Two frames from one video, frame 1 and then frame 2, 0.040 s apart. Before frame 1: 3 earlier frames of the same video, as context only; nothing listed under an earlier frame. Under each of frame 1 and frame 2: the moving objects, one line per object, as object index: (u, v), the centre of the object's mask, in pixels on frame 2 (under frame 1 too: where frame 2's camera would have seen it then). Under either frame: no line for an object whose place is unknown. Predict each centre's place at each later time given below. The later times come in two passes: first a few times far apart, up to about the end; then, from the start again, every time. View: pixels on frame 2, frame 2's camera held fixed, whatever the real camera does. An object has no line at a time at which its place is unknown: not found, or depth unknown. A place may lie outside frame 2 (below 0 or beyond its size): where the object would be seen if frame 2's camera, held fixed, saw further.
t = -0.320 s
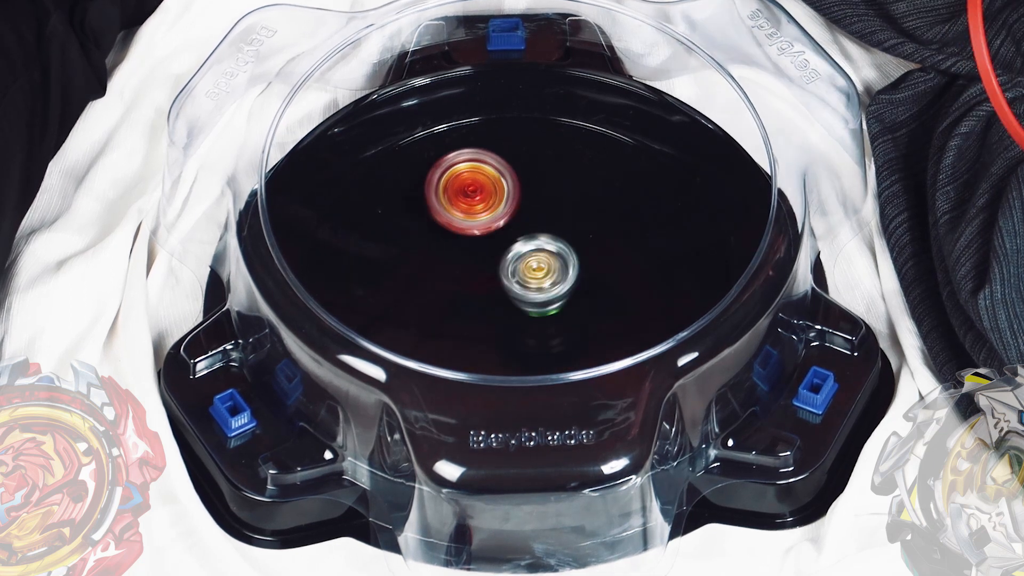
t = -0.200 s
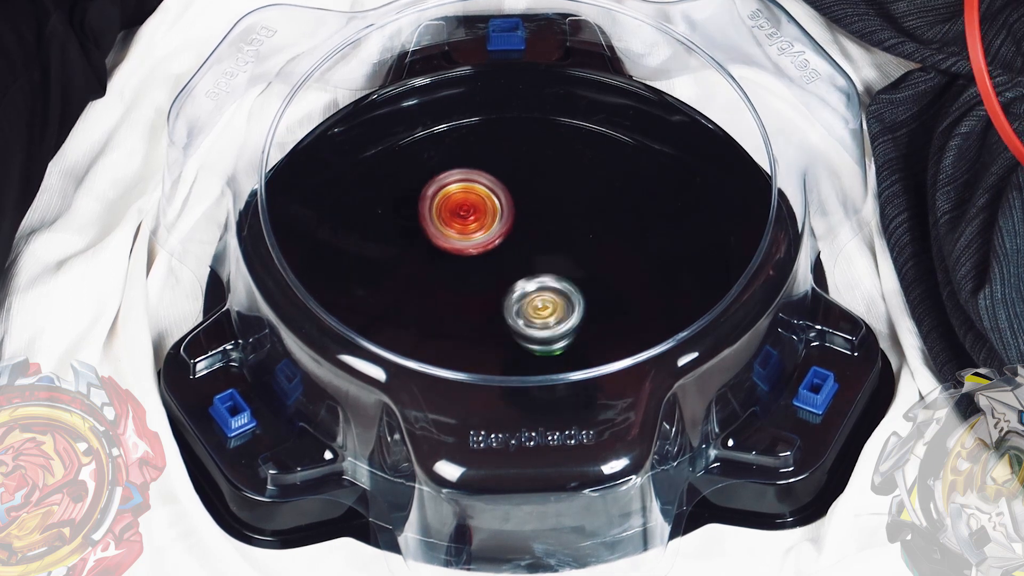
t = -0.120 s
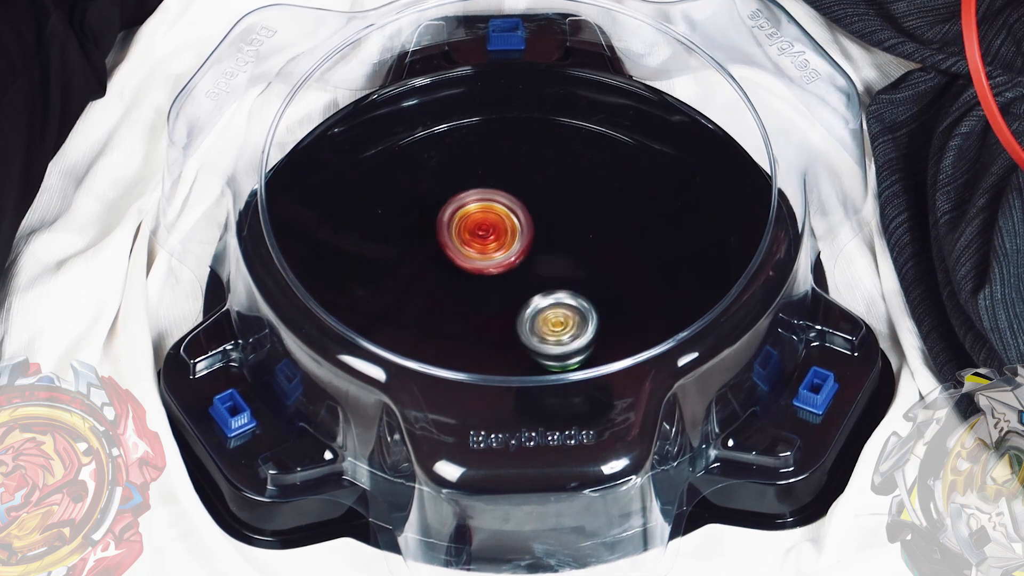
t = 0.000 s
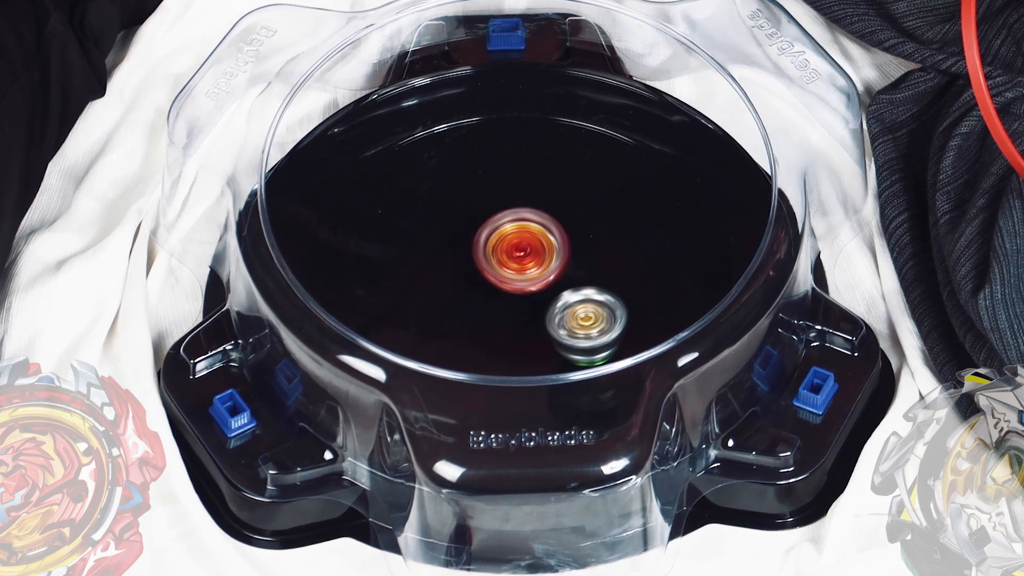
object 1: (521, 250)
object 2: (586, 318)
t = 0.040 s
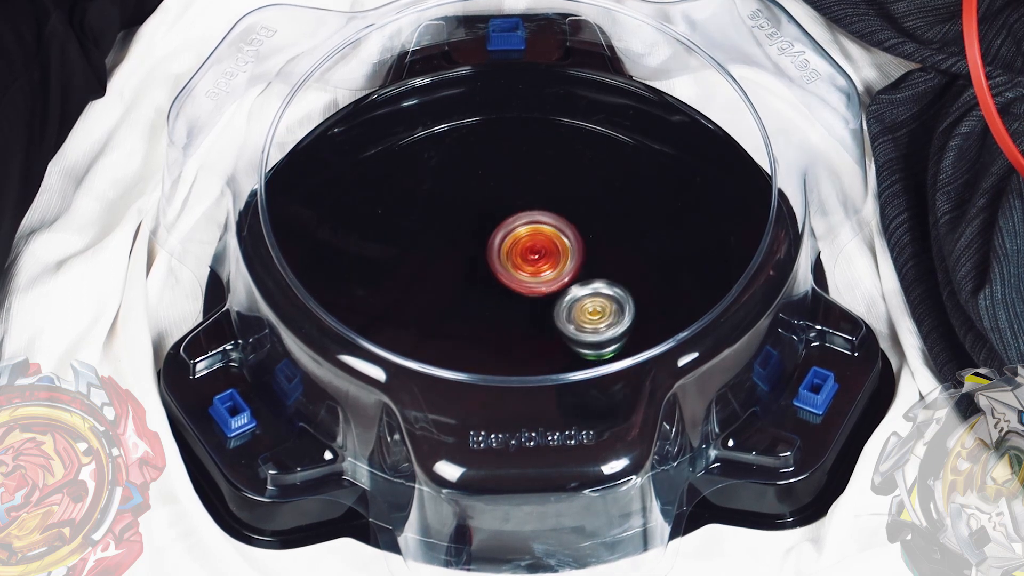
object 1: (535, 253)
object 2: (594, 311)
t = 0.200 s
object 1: (547, 215)
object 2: (613, 324)
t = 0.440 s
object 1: (515, 216)
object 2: (550, 291)
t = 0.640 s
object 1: (496, 223)
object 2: (509, 321)
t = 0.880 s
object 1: (502, 256)
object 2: (529, 326)
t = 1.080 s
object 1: (513, 239)
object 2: (536, 338)
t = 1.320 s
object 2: (466, 361)
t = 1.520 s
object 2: (471, 368)
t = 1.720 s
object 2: (479, 310)
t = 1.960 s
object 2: (432, 286)
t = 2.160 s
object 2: (405, 255)
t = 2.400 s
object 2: (432, 222)
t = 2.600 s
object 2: (480, 194)
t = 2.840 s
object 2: (528, 195)
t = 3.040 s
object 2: (562, 211)
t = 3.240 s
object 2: (565, 219)
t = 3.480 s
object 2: (568, 253)
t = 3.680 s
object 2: (573, 265)
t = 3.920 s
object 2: (558, 277)
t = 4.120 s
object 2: (543, 289)
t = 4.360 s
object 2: (519, 295)
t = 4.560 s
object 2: (493, 301)
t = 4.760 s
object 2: (475, 305)
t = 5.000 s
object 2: (448, 269)
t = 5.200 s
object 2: (444, 254)
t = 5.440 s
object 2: (461, 251)
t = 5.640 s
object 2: (489, 225)
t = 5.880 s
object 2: (537, 236)
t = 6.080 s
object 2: (574, 238)
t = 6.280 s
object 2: (577, 264)
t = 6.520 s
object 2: (554, 293)
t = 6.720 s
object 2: (524, 317)
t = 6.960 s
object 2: (481, 303)
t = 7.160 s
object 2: (467, 283)
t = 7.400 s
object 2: (456, 254)
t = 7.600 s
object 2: (486, 245)
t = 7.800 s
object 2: (518, 246)
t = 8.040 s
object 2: (549, 260)
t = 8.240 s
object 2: (550, 286)
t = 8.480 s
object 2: (518, 302)
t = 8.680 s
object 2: (497, 312)
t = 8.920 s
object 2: (481, 276)
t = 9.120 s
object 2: (480, 250)
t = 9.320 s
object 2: (488, 246)
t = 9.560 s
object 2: (528, 248)
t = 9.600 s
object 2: (536, 249)
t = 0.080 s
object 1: (545, 247)
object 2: (602, 312)
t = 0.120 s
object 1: (547, 233)
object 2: (611, 319)
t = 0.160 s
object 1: (548, 222)
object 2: (616, 323)
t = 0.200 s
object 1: (547, 215)
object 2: (613, 324)
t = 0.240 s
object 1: (543, 211)
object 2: (608, 321)
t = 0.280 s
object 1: (538, 210)
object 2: (599, 314)
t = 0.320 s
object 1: (533, 212)
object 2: (586, 306)
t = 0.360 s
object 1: (527, 215)
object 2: (572, 297)
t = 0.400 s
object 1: (523, 220)
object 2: (559, 288)
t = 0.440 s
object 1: (515, 216)
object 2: (550, 291)
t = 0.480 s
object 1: (508, 214)
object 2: (541, 296)
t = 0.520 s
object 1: (503, 214)
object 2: (535, 301)
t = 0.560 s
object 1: (500, 216)
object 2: (526, 307)
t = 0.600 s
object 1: (498, 219)
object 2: (517, 314)
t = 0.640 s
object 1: (496, 223)
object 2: (509, 321)
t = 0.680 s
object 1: (494, 229)
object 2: (504, 328)
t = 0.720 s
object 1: (494, 235)
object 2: (504, 333)
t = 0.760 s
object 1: (495, 241)
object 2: (508, 335)
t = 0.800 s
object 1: (497, 247)
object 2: (514, 334)
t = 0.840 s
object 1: (500, 252)
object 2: (521, 331)
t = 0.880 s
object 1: (502, 256)
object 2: (529, 326)
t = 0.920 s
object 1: (503, 254)
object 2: (535, 329)
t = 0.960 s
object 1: (504, 247)
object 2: (539, 335)
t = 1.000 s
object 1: (508, 243)
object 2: (541, 339)
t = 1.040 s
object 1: (511, 240)
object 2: (539, 340)
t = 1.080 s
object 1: (513, 239)
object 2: (536, 338)
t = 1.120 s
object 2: (529, 334)
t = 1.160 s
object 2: (522, 328)
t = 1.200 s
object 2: (514, 321)
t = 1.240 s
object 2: (497, 330)
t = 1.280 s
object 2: (479, 348)
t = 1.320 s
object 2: (466, 361)
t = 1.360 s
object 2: (457, 371)
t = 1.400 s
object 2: (453, 380)
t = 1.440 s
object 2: (454, 380)
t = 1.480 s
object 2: (462, 373)
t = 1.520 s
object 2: (471, 368)
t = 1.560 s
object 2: (482, 357)
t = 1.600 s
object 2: (483, 350)
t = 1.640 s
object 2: (481, 338)
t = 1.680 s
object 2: (480, 325)
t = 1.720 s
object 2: (479, 310)
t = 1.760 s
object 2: (479, 297)
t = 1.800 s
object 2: (471, 291)
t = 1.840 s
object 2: (459, 289)
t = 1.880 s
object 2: (448, 287)
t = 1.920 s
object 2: (439, 288)
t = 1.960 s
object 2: (432, 286)
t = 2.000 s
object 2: (423, 277)
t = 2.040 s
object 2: (414, 269)
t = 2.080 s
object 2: (409, 263)
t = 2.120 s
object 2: (407, 260)
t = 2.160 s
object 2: (405, 255)
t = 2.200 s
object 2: (406, 250)
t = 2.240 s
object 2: (406, 248)
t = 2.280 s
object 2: (408, 247)
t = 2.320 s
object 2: (412, 243)
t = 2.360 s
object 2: (420, 232)
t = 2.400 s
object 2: (432, 222)
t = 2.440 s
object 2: (444, 214)
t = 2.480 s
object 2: (453, 205)
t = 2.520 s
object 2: (462, 201)
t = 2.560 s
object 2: (473, 196)
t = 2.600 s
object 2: (480, 194)
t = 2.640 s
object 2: (489, 192)
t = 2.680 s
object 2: (498, 192)
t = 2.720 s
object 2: (506, 191)
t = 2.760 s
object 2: (513, 192)
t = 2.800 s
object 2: (521, 194)
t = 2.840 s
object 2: (528, 195)
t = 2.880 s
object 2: (535, 198)
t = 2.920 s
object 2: (542, 200)
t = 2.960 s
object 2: (550, 202)
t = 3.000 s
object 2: (556, 207)
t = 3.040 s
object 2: (562, 211)
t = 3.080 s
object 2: (568, 213)
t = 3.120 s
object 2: (570, 213)
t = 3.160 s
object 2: (571, 215)
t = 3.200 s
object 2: (567, 217)
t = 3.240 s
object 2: (565, 219)
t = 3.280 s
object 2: (564, 220)
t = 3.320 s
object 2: (564, 225)
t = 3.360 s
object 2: (567, 234)
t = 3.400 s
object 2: (567, 242)
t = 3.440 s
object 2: (567, 250)
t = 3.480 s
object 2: (568, 253)
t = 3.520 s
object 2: (567, 256)
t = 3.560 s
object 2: (570, 258)
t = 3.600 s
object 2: (570, 260)
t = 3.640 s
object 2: (570, 263)
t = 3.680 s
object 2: (573, 265)
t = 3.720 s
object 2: (574, 267)
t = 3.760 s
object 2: (573, 268)
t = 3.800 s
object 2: (569, 270)
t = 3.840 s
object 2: (565, 271)
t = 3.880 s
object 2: (559, 273)
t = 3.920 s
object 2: (558, 277)
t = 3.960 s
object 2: (556, 281)
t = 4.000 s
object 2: (554, 284)
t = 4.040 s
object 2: (549, 286)
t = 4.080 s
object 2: (548, 288)
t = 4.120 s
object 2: (543, 289)
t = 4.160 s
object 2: (541, 293)
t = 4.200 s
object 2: (536, 295)
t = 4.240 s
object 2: (534, 296)
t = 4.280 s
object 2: (529, 296)
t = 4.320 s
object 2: (526, 295)
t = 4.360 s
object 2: (519, 295)
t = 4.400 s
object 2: (514, 296)
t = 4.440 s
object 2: (510, 297)
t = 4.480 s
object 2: (508, 297)
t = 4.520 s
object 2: (505, 295)
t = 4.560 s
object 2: (493, 301)
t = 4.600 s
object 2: (484, 306)
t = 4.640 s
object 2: (477, 309)
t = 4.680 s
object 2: (475, 309)
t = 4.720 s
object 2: (473, 308)
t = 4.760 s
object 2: (475, 305)
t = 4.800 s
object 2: (474, 300)
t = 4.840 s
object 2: (474, 295)
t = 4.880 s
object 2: (476, 290)
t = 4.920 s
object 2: (475, 283)
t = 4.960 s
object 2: (461, 276)
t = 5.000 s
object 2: (448, 269)
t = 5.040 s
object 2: (441, 264)
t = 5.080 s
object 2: (441, 261)
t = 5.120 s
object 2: (440, 256)
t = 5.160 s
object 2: (442, 253)
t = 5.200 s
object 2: (444, 254)
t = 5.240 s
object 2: (446, 251)
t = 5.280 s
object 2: (448, 249)
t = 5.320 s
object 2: (448, 250)
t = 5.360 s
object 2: (451, 248)
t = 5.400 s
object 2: (457, 248)
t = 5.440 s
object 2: (461, 251)
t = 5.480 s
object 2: (465, 244)
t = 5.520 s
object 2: (468, 235)
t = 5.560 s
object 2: (473, 230)
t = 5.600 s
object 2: (481, 227)
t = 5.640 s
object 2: (489, 225)
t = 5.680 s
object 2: (500, 228)
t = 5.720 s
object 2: (509, 229)
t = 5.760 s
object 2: (516, 231)
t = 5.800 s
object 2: (526, 233)
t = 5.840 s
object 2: (530, 235)
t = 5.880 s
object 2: (537, 236)
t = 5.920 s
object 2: (545, 235)
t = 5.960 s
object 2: (551, 238)
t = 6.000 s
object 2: (557, 239)
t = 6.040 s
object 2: (562, 238)
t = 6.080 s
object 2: (574, 238)
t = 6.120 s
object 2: (578, 244)
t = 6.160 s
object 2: (581, 247)
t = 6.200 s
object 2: (581, 252)
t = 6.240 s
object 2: (582, 257)
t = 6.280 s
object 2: (577, 264)
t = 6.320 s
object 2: (578, 268)
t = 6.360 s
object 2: (576, 274)
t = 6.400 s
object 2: (574, 279)
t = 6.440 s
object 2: (566, 285)
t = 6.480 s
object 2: (561, 289)
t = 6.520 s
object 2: (554, 293)
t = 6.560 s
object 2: (550, 294)
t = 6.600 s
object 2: (544, 301)
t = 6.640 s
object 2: (539, 309)
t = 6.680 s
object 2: (534, 314)
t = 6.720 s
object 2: (524, 317)
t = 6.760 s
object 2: (517, 317)
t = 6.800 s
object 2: (509, 317)
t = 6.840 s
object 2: (498, 312)
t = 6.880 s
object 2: (493, 308)
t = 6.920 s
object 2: (488, 307)
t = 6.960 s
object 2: (481, 303)
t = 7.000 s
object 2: (480, 299)
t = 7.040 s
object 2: (478, 298)
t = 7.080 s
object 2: (473, 294)
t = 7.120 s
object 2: (470, 287)
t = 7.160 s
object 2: (467, 283)
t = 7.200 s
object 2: (464, 278)
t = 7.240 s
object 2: (463, 273)
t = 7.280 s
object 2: (457, 268)
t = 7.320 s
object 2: (453, 264)
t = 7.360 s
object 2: (453, 260)
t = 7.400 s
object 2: (456, 254)
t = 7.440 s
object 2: (463, 250)
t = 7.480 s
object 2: (468, 250)
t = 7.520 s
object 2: (473, 250)
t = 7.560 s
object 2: (478, 248)
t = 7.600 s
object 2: (486, 245)
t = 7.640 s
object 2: (495, 244)
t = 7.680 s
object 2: (501, 243)
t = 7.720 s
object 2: (507, 243)
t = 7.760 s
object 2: (513, 244)
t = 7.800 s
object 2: (518, 246)
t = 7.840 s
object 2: (522, 249)
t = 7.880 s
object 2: (526, 252)
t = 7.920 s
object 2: (531, 254)
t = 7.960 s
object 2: (537, 255)
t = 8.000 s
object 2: (543, 257)
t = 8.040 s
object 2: (549, 260)
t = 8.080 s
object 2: (551, 266)
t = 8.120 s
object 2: (550, 272)
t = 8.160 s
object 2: (551, 277)
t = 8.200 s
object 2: (551, 282)
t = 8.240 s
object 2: (550, 286)
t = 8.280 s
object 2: (547, 292)
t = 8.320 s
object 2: (544, 296)
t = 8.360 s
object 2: (538, 299)
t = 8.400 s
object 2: (532, 302)
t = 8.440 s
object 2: (524, 302)
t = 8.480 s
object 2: (518, 302)
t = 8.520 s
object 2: (511, 302)
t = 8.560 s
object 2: (508, 309)
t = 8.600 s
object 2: (504, 312)
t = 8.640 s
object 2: (500, 314)
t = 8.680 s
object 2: (497, 312)
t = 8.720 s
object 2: (493, 309)
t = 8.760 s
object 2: (490, 304)
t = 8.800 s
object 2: (487, 298)
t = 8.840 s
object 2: (484, 291)
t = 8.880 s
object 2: (482, 284)
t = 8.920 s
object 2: (481, 276)
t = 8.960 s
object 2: (481, 268)
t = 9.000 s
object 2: (480, 261)
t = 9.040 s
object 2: (478, 256)
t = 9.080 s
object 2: (478, 253)
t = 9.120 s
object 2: (480, 250)
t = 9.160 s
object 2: (483, 248)
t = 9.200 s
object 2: (486, 247)
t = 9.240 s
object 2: (487, 246)
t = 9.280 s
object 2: (487, 246)
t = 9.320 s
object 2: (488, 246)
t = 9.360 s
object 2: (491, 247)
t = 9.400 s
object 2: (496, 247)
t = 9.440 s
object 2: (503, 249)
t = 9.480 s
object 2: (511, 251)
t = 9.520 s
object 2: (519, 250)
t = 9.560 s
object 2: (528, 248)
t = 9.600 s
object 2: (536, 249)
